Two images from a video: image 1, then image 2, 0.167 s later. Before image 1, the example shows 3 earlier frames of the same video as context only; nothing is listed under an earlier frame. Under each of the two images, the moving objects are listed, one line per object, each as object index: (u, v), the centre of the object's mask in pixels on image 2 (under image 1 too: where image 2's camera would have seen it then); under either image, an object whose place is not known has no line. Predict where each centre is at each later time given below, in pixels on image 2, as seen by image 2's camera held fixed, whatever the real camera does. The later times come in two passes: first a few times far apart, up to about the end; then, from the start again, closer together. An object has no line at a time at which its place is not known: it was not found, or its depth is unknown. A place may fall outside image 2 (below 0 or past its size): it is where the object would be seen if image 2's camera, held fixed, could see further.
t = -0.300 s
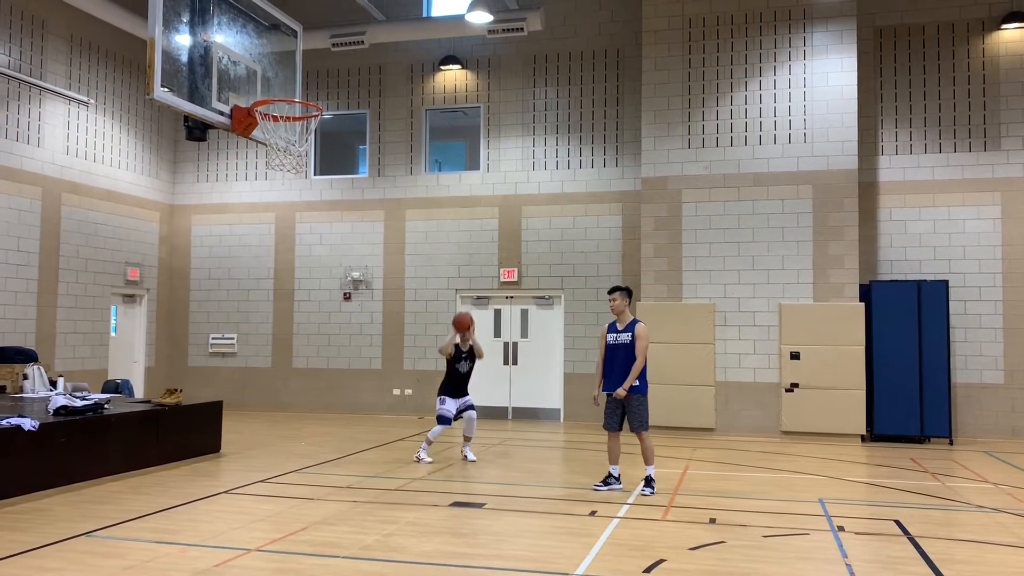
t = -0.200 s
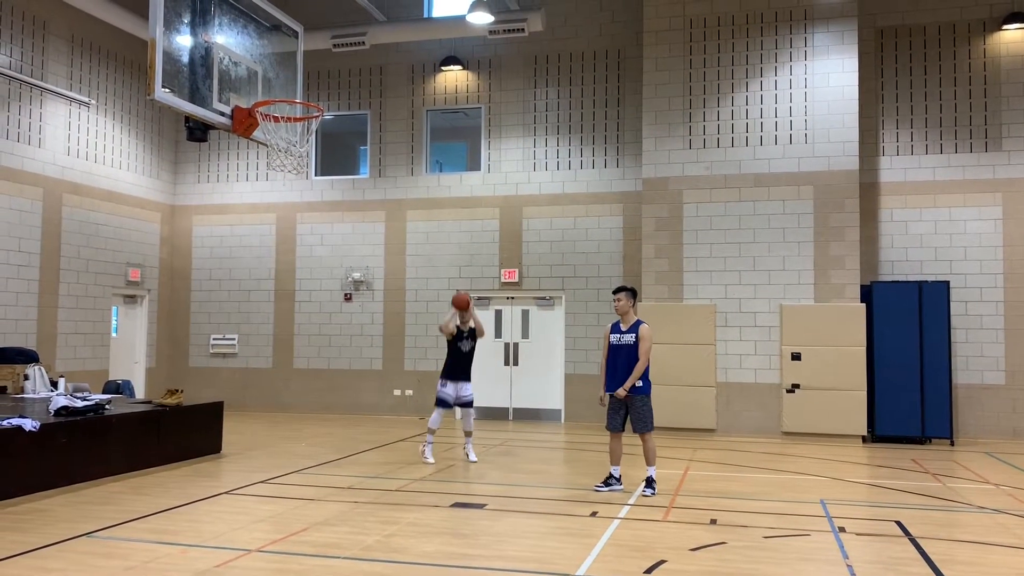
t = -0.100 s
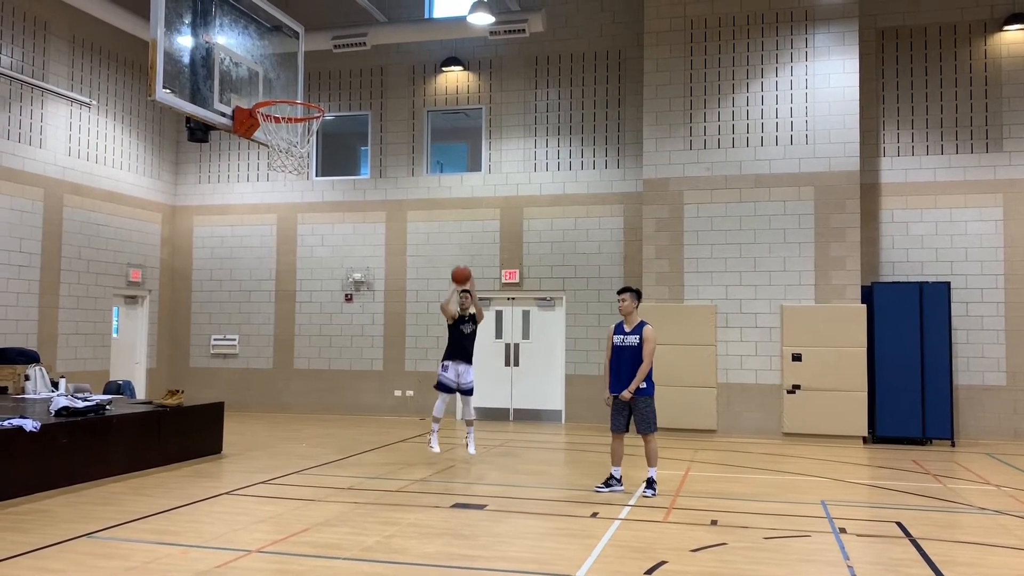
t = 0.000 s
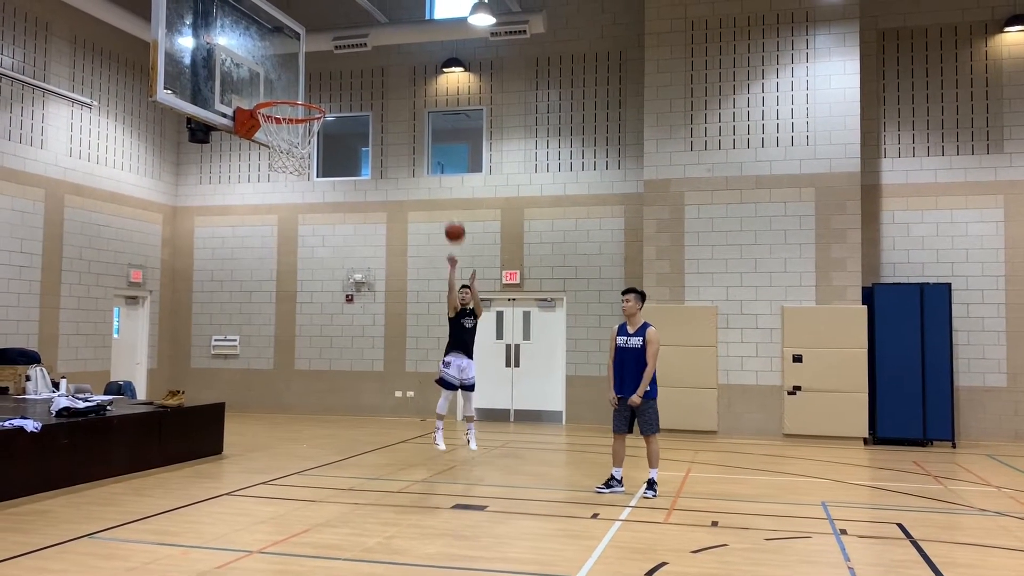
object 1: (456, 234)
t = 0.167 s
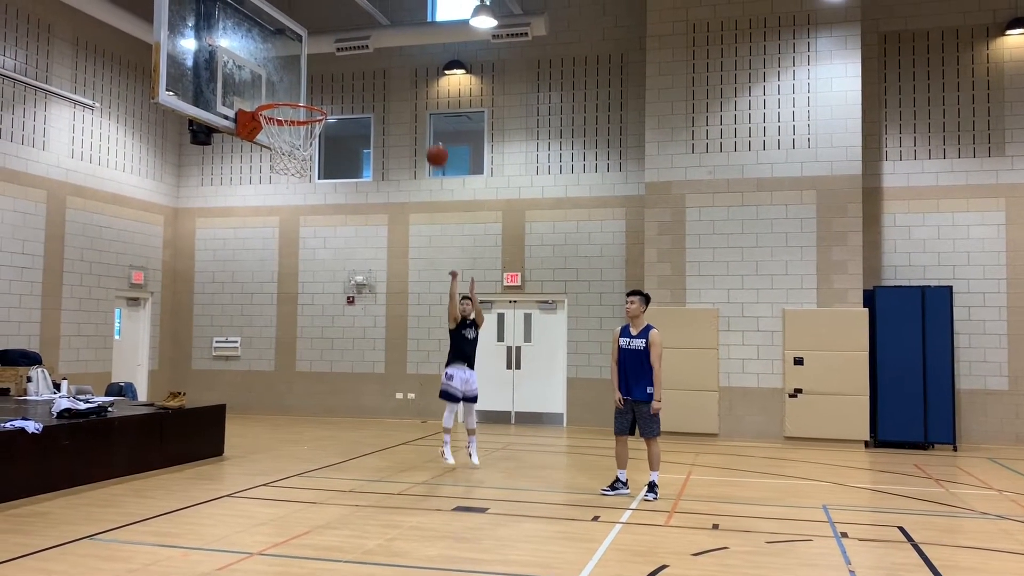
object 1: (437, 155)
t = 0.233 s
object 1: (428, 128)
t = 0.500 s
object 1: (389, 50)
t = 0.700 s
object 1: (351, 29)
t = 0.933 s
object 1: (296, 69)
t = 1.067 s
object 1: (290, 119)
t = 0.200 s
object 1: (433, 141)
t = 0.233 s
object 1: (428, 128)
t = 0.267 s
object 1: (424, 116)
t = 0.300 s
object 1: (419, 104)
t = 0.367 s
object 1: (410, 82)
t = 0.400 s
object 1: (405, 73)
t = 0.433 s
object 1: (400, 64)
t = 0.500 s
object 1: (389, 50)
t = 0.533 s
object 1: (383, 44)
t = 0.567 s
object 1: (377, 39)
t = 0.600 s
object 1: (371, 35)
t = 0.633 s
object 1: (365, 32)
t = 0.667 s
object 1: (357, 29)
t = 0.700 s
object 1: (351, 29)
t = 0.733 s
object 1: (344, 29)
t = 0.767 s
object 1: (337, 32)
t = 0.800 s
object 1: (329, 36)
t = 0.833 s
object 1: (321, 41)
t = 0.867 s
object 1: (313, 49)
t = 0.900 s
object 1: (305, 60)
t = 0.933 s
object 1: (296, 69)
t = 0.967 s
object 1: (288, 80)
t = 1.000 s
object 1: (278, 92)
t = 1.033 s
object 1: (275, 108)
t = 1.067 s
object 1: (290, 119)
